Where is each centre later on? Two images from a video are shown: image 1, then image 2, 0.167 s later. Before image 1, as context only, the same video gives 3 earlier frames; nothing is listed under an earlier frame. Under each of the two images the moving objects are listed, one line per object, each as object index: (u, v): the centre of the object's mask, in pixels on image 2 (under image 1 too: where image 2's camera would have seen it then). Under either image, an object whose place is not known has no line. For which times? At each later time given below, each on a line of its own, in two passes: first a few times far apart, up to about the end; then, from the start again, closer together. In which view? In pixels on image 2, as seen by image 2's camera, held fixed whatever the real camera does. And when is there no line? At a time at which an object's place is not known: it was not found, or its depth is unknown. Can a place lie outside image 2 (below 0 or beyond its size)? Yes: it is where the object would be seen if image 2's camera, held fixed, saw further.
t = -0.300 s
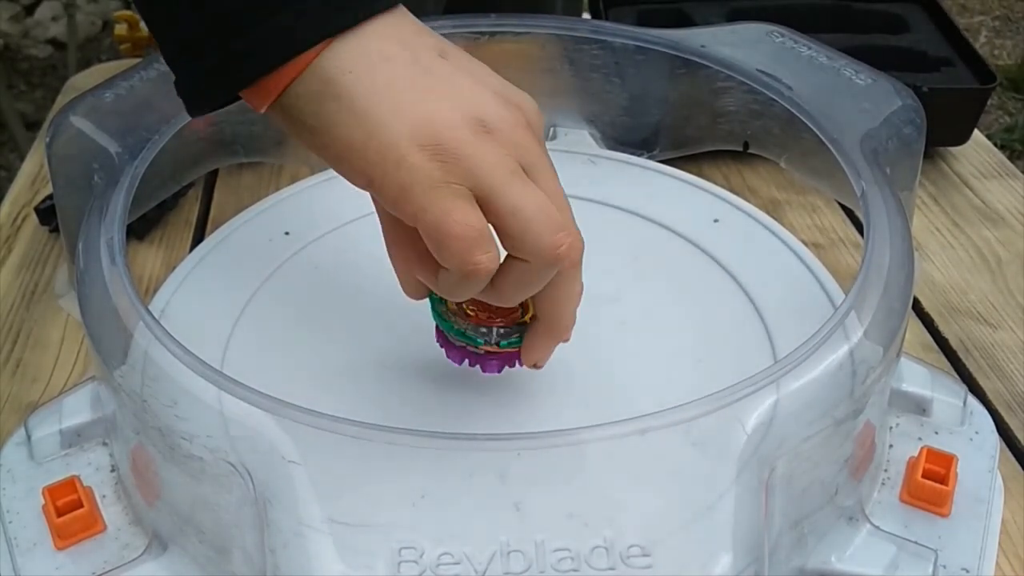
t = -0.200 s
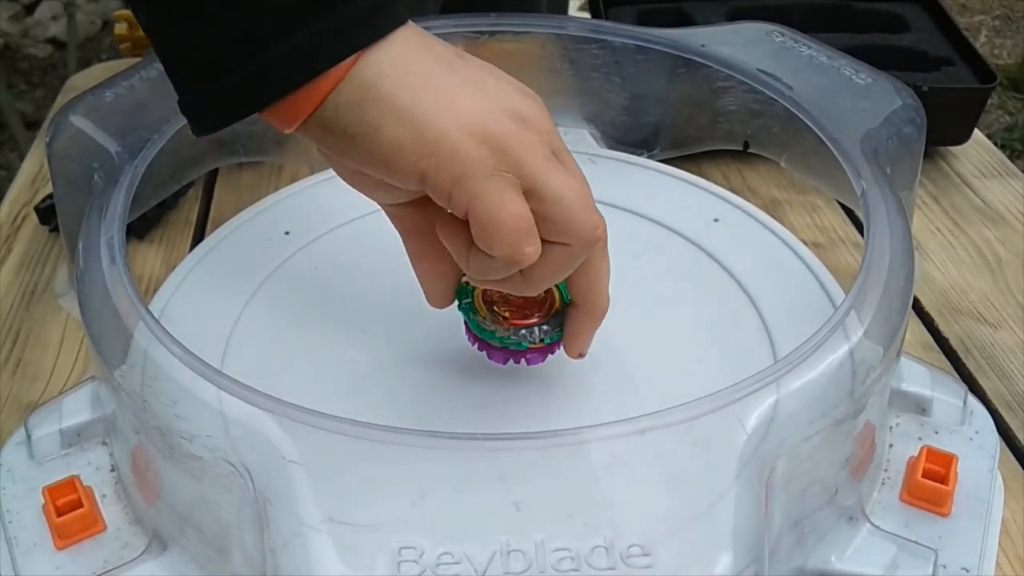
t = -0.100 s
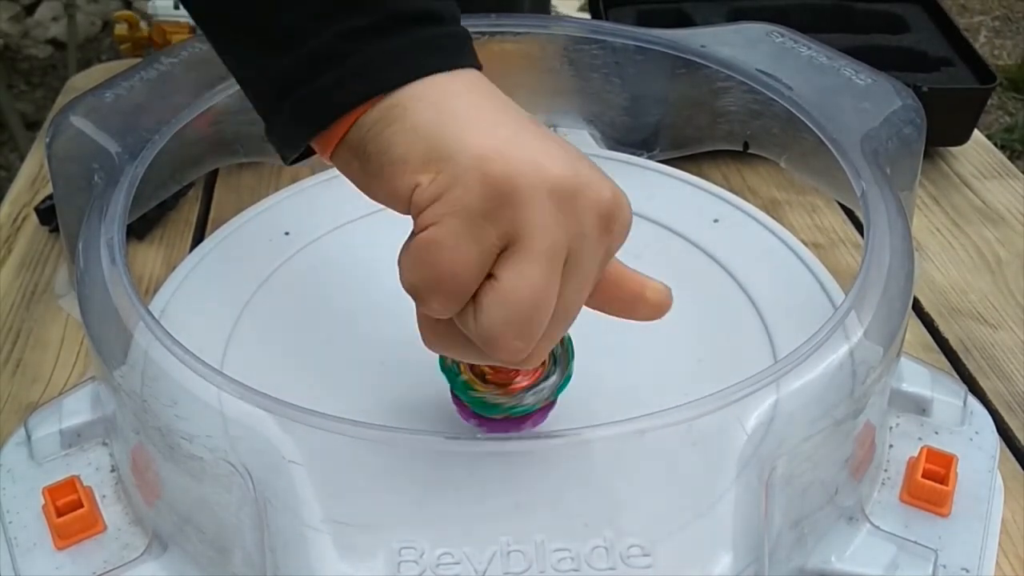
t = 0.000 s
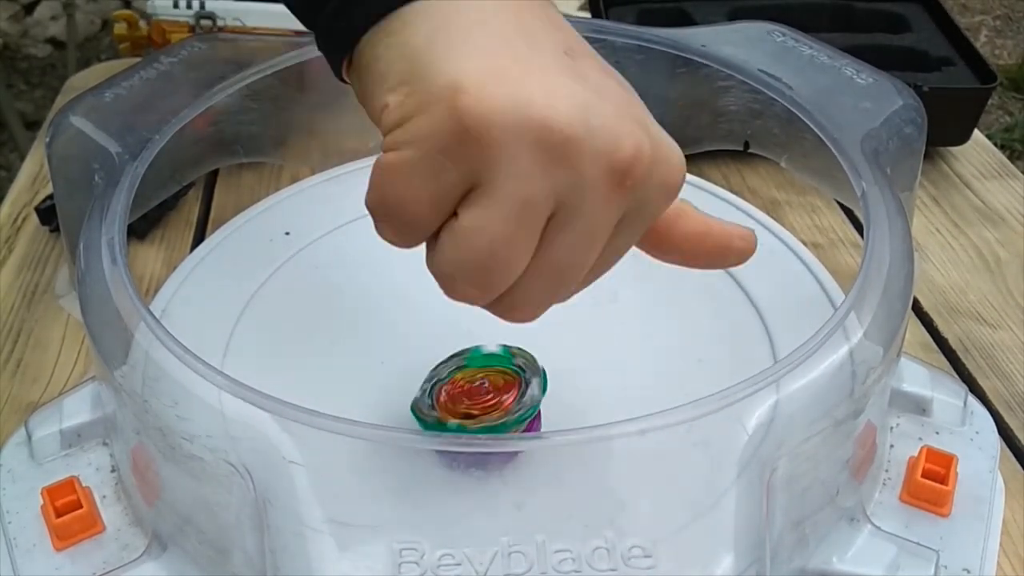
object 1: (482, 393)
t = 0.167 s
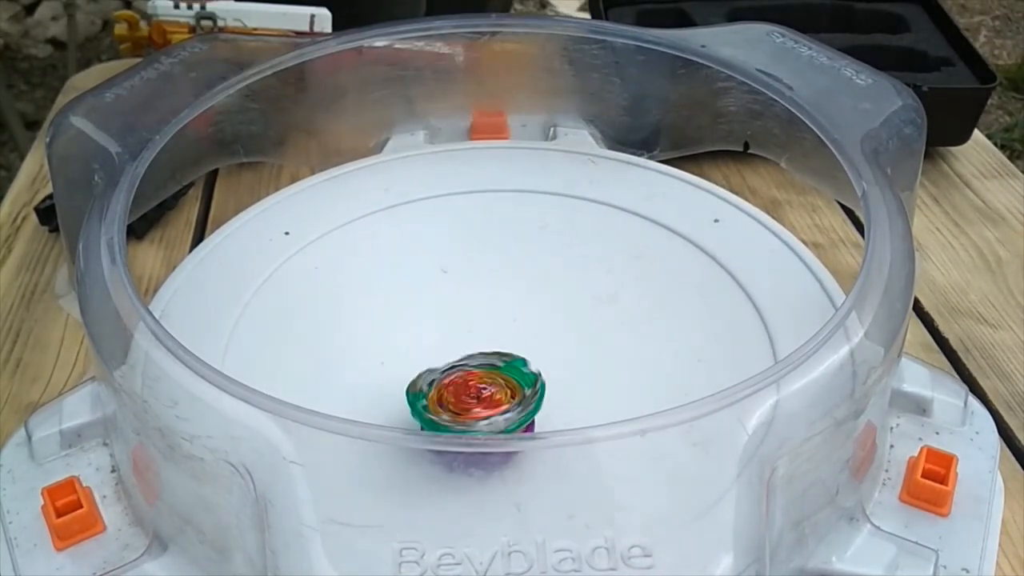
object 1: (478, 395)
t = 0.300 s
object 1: (477, 387)
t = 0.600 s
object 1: (499, 343)
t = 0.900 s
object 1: (558, 315)
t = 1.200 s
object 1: (594, 328)
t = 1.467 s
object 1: (570, 351)
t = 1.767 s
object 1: (520, 344)
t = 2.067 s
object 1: (503, 315)
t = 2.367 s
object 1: (530, 303)
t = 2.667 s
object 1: (552, 324)
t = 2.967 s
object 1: (536, 348)
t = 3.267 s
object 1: (508, 343)
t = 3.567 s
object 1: (510, 322)
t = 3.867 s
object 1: (538, 317)
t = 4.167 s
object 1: (549, 334)
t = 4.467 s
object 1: (529, 344)
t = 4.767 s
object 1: (516, 334)
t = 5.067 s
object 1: (528, 322)
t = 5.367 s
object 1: (542, 330)
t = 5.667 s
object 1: (539, 342)
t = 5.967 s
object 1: (531, 337)
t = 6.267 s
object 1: (533, 324)
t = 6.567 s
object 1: (545, 324)
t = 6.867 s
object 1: (547, 332)
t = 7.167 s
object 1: (538, 336)
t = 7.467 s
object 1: (535, 331)
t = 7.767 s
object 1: (538, 328)
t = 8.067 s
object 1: (539, 335)
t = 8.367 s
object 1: (536, 336)
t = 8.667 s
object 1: (536, 331)
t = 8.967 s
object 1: (540, 331)
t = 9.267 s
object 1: (542, 332)
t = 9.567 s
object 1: (537, 333)
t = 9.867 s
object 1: (536, 329)
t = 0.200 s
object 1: (475, 394)
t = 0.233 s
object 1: (474, 392)
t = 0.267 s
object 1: (476, 389)
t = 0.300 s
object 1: (477, 387)
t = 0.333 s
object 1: (476, 385)
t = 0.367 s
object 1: (477, 381)
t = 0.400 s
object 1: (480, 375)
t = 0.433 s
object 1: (483, 371)
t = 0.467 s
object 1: (484, 366)
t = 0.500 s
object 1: (486, 360)
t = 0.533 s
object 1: (489, 353)
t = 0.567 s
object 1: (494, 347)
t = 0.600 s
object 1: (499, 343)
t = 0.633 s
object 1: (503, 339)
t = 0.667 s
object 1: (508, 334)
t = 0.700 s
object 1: (515, 329)
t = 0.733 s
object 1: (523, 326)
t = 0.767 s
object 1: (530, 323)
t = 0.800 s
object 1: (536, 321)
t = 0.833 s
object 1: (543, 317)
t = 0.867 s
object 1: (551, 315)
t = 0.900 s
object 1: (558, 315)
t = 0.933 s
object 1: (564, 314)
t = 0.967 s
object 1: (569, 314)
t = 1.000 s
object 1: (575, 315)
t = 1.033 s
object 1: (581, 315)
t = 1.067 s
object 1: (585, 319)
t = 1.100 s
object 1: (588, 321)
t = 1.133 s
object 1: (590, 323)
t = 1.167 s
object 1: (592, 325)
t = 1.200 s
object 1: (594, 328)
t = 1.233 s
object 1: (595, 332)
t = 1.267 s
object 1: (594, 335)
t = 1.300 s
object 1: (591, 339)
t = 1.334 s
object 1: (589, 341)
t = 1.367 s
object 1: (585, 343)
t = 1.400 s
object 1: (582, 347)
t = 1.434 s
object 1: (576, 350)
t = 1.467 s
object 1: (570, 351)
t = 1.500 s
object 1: (564, 352)
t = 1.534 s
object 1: (558, 353)
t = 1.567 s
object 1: (554, 354)
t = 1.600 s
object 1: (548, 354)
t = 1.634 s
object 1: (542, 354)
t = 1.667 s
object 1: (535, 352)
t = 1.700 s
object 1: (529, 350)
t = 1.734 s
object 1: (525, 347)
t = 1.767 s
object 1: (520, 344)
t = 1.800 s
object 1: (517, 342)
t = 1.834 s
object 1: (512, 338)
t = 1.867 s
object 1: (508, 335)
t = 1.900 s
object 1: (505, 330)
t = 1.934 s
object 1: (503, 326)
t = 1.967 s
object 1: (503, 323)
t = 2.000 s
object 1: (503, 320)
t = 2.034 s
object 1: (503, 318)
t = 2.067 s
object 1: (503, 315)
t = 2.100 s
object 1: (504, 312)
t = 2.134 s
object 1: (506, 309)
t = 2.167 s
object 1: (509, 306)
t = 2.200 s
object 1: (513, 305)
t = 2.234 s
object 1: (517, 303)
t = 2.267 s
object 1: (520, 303)
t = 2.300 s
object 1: (523, 302)
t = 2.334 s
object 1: (526, 303)
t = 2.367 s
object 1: (530, 303)
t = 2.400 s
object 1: (534, 303)
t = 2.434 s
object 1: (539, 305)
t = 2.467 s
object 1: (543, 306)
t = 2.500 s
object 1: (545, 310)
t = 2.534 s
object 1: (547, 312)
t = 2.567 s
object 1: (548, 315)
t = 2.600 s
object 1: (550, 317)
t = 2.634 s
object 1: (551, 320)
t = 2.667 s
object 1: (552, 324)
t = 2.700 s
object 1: (552, 327)
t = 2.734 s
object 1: (552, 332)
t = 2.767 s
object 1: (550, 335)
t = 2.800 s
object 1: (547, 339)
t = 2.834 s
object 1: (545, 341)
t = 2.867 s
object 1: (542, 344)
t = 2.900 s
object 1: (541, 345)
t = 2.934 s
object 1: (538, 347)
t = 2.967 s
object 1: (536, 348)
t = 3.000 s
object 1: (533, 349)
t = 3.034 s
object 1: (530, 351)
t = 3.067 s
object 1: (525, 351)
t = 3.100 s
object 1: (521, 351)
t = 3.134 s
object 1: (517, 350)
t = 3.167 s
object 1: (514, 349)
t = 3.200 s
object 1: (511, 347)
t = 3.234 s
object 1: (509, 345)
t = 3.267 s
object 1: (508, 343)
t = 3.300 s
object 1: (506, 341)
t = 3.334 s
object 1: (506, 339)
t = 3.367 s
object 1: (505, 336)
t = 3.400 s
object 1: (504, 335)
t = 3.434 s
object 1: (503, 332)
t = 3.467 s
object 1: (504, 330)
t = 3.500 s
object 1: (505, 327)
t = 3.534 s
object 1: (507, 325)
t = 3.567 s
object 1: (510, 322)
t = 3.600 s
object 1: (512, 320)
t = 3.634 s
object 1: (516, 319)
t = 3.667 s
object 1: (519, 317)
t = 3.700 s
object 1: (523, 317)
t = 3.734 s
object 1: (526, 316)
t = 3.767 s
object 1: (529, 317)
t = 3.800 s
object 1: (532, 316)
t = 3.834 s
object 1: (535, 317)
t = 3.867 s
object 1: (538, 317)
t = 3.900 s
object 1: (542, 318)
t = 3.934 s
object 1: (545, 319)
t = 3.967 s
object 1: (547, 321)
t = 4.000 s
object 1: (549, 323)
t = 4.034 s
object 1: (550, 324)
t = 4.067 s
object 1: (552, 327)
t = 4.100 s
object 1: (551, 329)
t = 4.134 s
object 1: (551, 333)
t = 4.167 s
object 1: (549, 334)
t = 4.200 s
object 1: (547, 338)
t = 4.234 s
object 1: (544, 340)
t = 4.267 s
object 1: (542, 342)
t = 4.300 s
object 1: (540, 343)
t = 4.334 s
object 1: (537, 344)
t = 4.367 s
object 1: (536, 345)
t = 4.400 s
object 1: (533, 345)
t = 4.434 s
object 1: (532, 345)
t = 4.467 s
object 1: (529, 344)
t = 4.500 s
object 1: (528, 344)
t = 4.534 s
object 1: (525, 343)
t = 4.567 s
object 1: (524, 343)
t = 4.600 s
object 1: (521, 341)
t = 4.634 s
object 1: (520, 341)
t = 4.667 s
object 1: (518, 338)
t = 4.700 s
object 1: (517, 337)
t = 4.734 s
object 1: (516, 335)
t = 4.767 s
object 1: (516, 334)
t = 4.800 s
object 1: (516, 331)
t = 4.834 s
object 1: (517, 330)
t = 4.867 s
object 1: (517, 328)
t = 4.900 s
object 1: (519, 327)
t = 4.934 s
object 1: (520, 325)
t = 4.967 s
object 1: (522, 325)
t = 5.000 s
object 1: (524, 324)
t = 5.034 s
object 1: (526, 323)
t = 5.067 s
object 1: (528, 322)
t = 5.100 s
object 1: (529, 322)
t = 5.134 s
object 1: (532, 323)
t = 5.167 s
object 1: (534, 323)
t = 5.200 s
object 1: (537, 324)
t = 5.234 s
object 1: (537, 324)
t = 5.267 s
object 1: (540, 326)
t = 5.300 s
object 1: (541, 327)
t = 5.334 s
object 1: (543, 329)
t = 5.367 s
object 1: (542, 330)
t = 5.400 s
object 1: (544, 332)
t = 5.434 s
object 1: (543, 333)
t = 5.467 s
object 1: (543, 335)
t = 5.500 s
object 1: (543, 335)
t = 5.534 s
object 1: (543, 338)
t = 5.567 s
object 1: (541, 339)
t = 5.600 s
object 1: (540, 340)
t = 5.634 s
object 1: (540, 341)
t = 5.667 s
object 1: (539, 342)
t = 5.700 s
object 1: (538, 342)
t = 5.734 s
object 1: (538, 342)
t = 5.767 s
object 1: (537, 342)
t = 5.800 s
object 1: (536, 342)
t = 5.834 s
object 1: (535, 341)
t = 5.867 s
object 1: (533, 340)
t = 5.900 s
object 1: (533, 339)
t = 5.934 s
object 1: (531, 338)
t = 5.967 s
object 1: (531, 337)
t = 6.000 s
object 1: (530, 335)
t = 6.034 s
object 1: (530, 334)
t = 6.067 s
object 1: (529, 332)
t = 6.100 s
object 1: (530, 331)
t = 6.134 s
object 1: (530, 329)
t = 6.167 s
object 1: (531, 329)
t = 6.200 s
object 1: (531, 327)
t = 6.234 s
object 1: (533, 326)
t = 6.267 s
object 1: (533, 324)
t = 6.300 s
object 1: (535, 324)
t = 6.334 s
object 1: (535, 323)
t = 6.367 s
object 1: (537, 324)
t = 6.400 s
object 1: (537, 323)
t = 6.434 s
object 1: (540, 323)
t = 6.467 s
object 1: (540, 322)
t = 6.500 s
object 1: (542, 323)
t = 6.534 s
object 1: (543, 323)
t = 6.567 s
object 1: (545, 324)
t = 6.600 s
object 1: (546, 324)
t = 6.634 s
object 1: (548, 326)
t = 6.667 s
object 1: (548, 326)
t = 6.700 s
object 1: (549, 327)
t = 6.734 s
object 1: (549, 328)
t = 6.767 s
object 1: (550, 329)
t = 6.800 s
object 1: (549, 330)
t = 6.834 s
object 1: (549, 331)
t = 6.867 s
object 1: (547, 332)
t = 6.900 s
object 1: (547, 333)
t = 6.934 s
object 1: (546, 333)
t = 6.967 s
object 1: (545, 335)
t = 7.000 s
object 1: (543, 335)
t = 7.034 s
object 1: (543, 336)
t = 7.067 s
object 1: (541, 336)
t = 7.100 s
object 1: (540, 337)
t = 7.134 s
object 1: (539, 336)
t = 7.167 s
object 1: (538, 336)
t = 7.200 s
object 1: (537, 336)
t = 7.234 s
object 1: (537, 336)
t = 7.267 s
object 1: (535, 335)
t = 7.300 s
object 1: (536, 335)
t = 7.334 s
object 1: (535, 333)
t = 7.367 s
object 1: (535, 333)
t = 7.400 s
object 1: (534, 332)
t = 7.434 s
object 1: (535, 332)
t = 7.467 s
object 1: (535, 331)
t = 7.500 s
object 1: (536, 330)
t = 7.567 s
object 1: (535, 329)
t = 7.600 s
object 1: (536, 329)
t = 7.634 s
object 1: (536, 328)
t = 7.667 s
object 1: (537, 329)
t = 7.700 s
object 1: (537, 328)
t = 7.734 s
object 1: (538, 328)
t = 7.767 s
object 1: (538, 328)
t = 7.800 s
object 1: (538, 329)
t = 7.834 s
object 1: (537, 329)
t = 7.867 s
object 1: (538, 330)
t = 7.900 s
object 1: (539, 330)
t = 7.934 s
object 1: (539, 332)
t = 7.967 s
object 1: (537, 332)
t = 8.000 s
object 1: (540, 332)
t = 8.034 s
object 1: (540, 334)
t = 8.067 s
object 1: (539, 335)
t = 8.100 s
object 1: (538, 335)
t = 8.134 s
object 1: (538, 336)
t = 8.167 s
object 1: (538, 337)
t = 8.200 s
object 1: (538, 336)
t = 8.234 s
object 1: (539, 337)
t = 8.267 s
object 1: (538, 336)
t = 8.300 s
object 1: (538, 336)
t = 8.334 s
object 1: (536, 336)
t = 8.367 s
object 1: (536, 336)
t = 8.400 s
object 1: (537, 335)
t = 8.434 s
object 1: (537, 335)
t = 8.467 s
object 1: (536, 334)
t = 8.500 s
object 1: (536, 334)
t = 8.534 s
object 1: (536, 332)
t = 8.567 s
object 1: (537, 333)
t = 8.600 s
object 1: (536, 332)
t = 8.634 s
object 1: (537, 332)
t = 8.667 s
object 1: (536, 331)
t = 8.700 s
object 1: (537, 331)
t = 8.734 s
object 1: (537, 330)
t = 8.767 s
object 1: (537, 331)
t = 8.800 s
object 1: (538, 330)
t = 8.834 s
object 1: (539, 331)
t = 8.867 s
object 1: (538, 331)
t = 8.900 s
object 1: (538, 330)
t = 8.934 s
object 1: (539, 331)
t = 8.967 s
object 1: (540, 331)
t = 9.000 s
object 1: (540, 332)
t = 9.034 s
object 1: (540, 331)
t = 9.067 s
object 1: (541, 332)
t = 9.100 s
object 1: (541, 331)
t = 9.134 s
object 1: (542, 332)
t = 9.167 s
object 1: (542, 331)
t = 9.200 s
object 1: (543, 332)
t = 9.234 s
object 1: (542, 332)
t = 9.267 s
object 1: (542, 332)
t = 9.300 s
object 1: (541, 332)
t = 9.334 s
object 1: (541, 333)
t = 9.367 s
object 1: (540, 332)
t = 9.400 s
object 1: (539, 333)
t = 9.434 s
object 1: (539, 332)
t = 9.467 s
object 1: (540, 333)
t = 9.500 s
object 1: (539, 333)
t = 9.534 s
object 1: (538, 333)
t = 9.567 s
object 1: (537, 333)
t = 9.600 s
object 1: (537, 333)
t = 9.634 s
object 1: (536, 333)
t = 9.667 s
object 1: (536, 332)
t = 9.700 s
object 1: (537, 333)
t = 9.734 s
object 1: (537, 332)
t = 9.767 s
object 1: (537, 332)
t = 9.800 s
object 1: (537, 331)
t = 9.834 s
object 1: (537, 331)
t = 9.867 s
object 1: (536, 329)
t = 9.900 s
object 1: (536, 329)
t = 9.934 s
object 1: (536, 329)
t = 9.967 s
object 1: (536, 329)
